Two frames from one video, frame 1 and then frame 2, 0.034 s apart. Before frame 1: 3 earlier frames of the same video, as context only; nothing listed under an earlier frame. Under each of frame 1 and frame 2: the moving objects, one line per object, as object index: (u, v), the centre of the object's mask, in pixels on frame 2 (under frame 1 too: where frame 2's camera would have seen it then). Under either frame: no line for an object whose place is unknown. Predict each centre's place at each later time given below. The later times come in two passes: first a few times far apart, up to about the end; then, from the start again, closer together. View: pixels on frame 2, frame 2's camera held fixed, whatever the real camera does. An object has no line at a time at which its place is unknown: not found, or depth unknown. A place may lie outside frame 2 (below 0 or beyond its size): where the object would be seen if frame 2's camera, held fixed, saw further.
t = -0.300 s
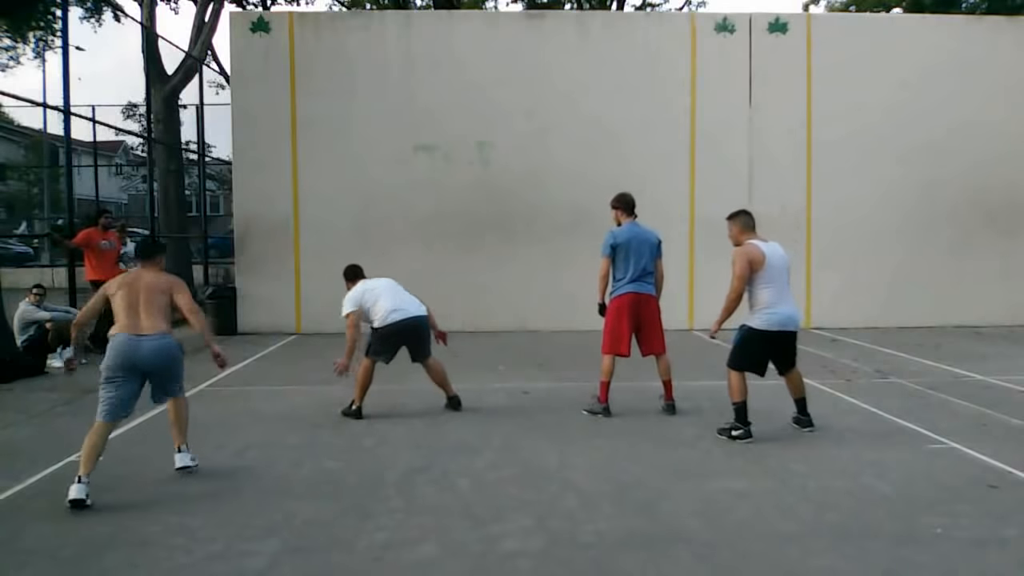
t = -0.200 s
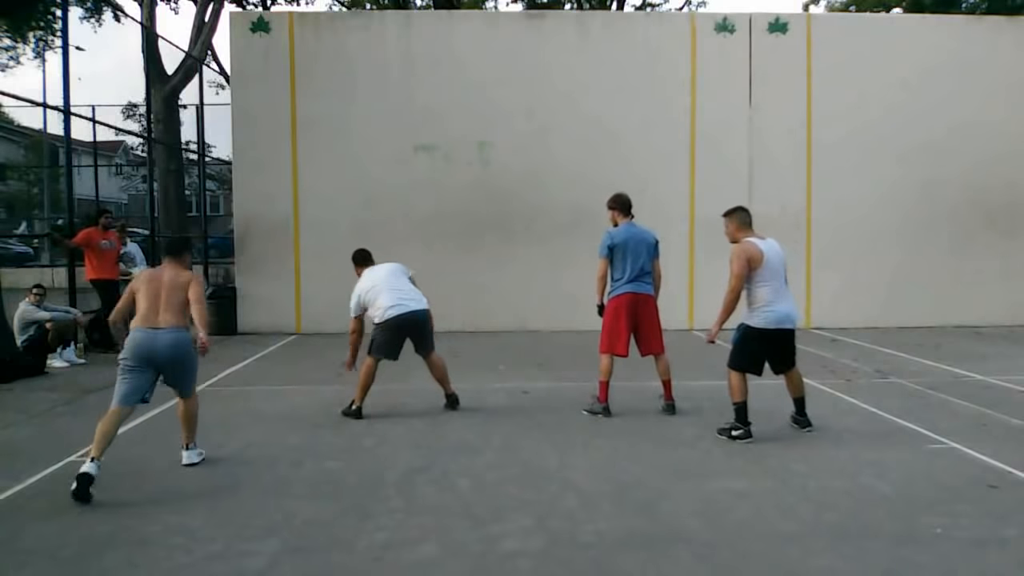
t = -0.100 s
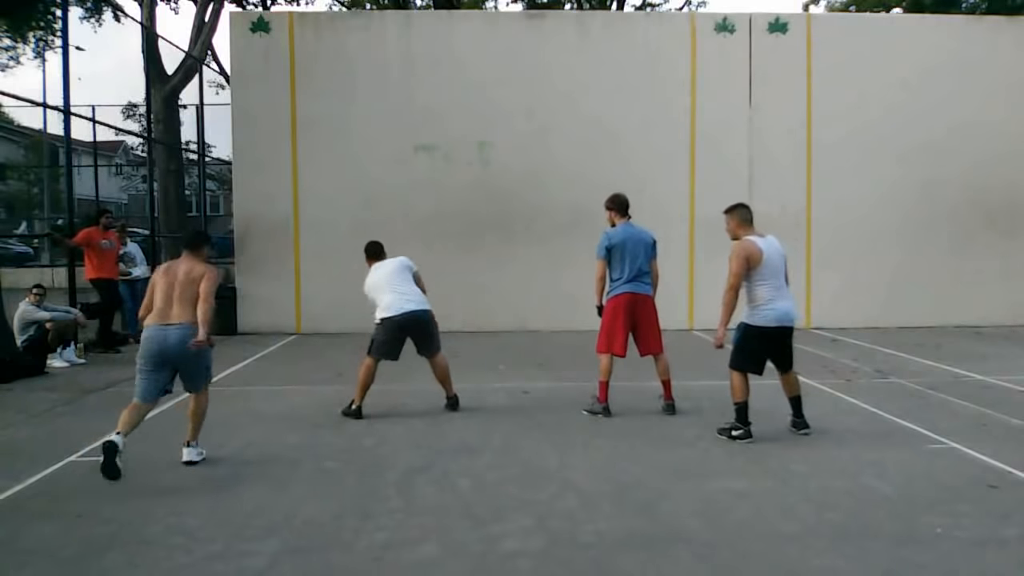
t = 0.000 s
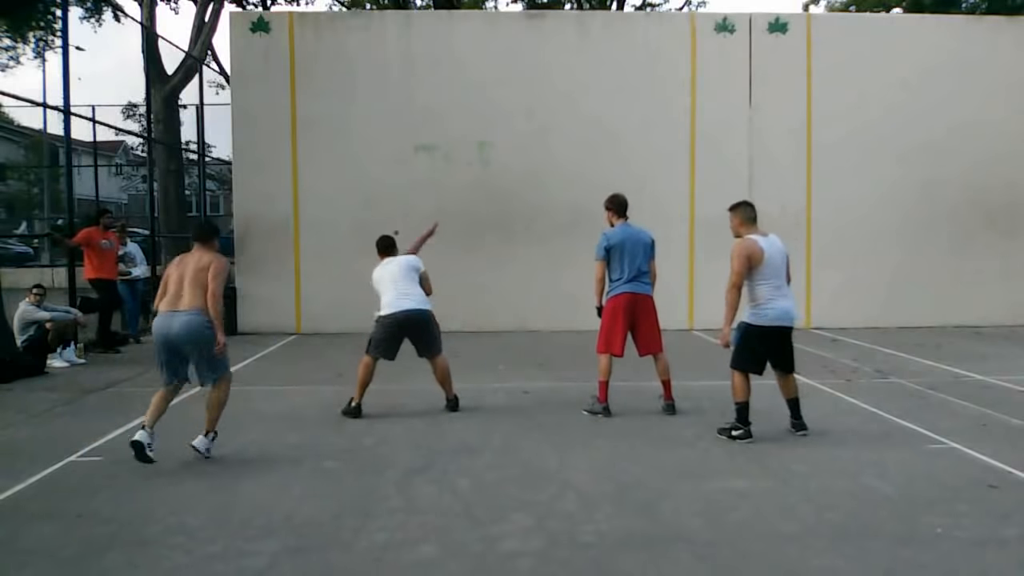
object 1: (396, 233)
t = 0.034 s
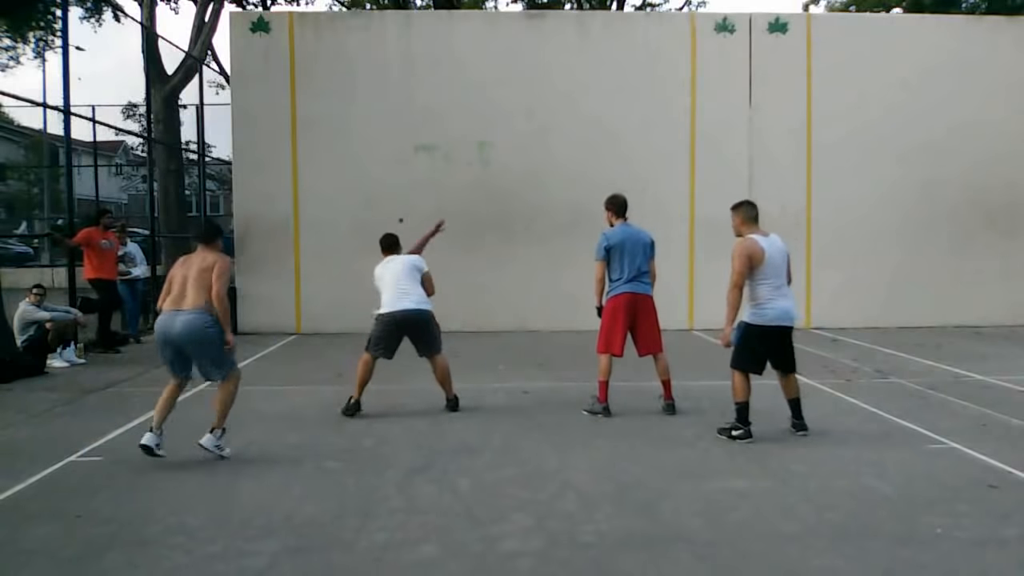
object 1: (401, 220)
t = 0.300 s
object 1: (430, 170)
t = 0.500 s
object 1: (436, 171)
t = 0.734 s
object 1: (448, 217)
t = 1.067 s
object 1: (480, 400)
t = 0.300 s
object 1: (430, 170)
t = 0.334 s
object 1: (431, 168)
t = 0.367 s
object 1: (431, 167)
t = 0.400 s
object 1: (432, 167)
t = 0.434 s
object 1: (434, 167)
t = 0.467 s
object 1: (435, 169)
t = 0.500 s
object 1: (436, 171)
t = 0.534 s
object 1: (438, 174)
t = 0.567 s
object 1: (439, 178)
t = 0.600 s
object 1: (440, 183)
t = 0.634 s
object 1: (443, 189)
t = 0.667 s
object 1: (444, 197)
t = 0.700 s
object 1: (447, 206)
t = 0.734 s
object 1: (448, 217)
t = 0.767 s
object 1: (451, 229)
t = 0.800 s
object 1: (454, 243)
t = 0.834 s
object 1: (456, 258)
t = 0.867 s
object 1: (459, 276)
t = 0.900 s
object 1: (462, 295)
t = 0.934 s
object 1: (466, 319)
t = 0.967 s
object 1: (469, 344)
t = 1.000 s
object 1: (472, 372)
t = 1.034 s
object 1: (478, 404)
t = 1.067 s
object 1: (480, 400)
